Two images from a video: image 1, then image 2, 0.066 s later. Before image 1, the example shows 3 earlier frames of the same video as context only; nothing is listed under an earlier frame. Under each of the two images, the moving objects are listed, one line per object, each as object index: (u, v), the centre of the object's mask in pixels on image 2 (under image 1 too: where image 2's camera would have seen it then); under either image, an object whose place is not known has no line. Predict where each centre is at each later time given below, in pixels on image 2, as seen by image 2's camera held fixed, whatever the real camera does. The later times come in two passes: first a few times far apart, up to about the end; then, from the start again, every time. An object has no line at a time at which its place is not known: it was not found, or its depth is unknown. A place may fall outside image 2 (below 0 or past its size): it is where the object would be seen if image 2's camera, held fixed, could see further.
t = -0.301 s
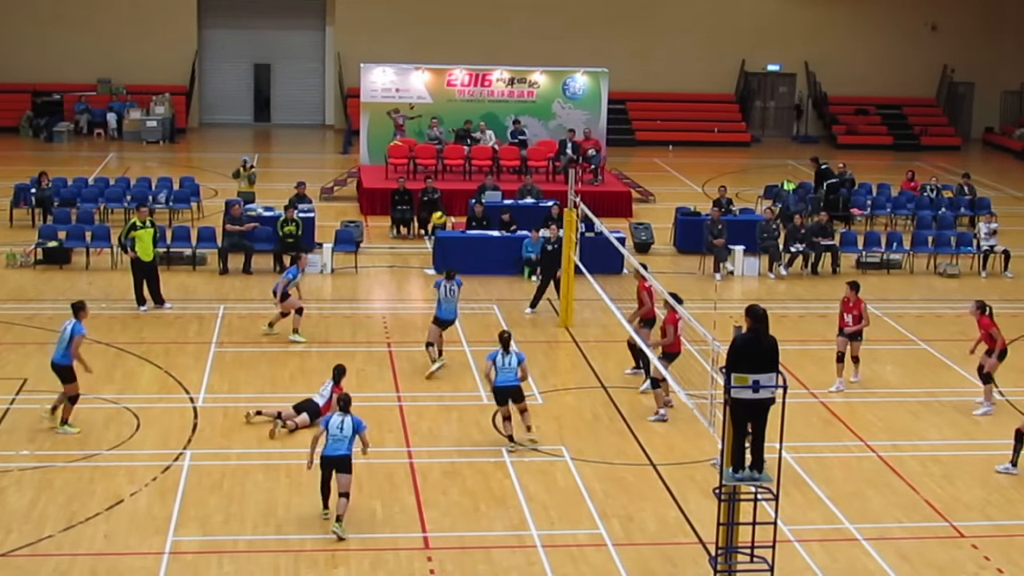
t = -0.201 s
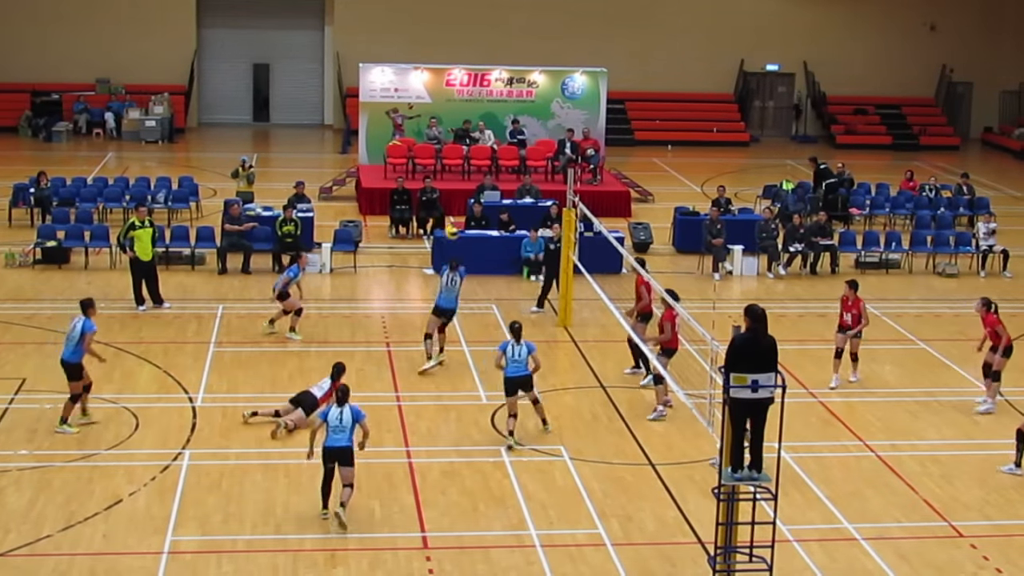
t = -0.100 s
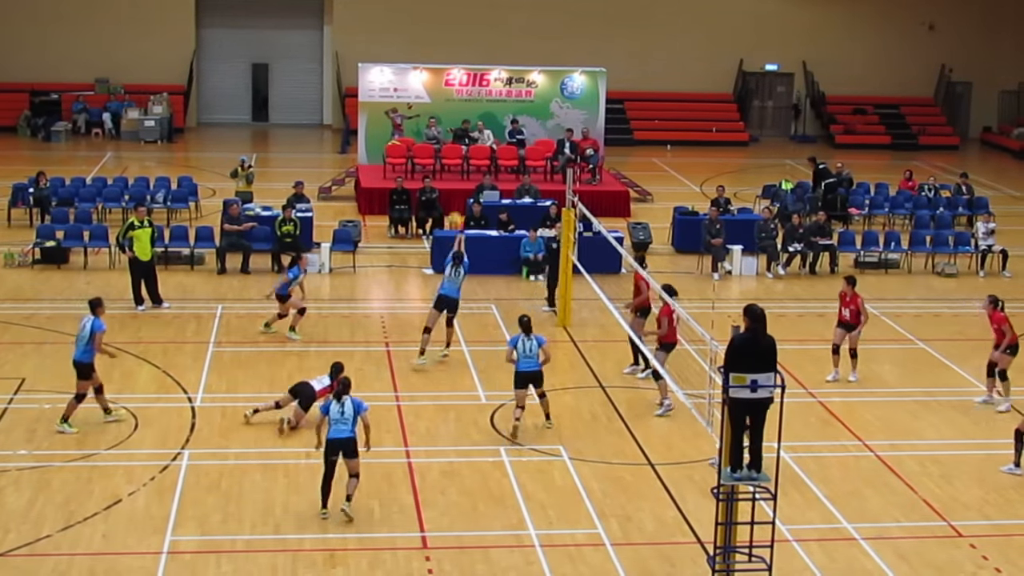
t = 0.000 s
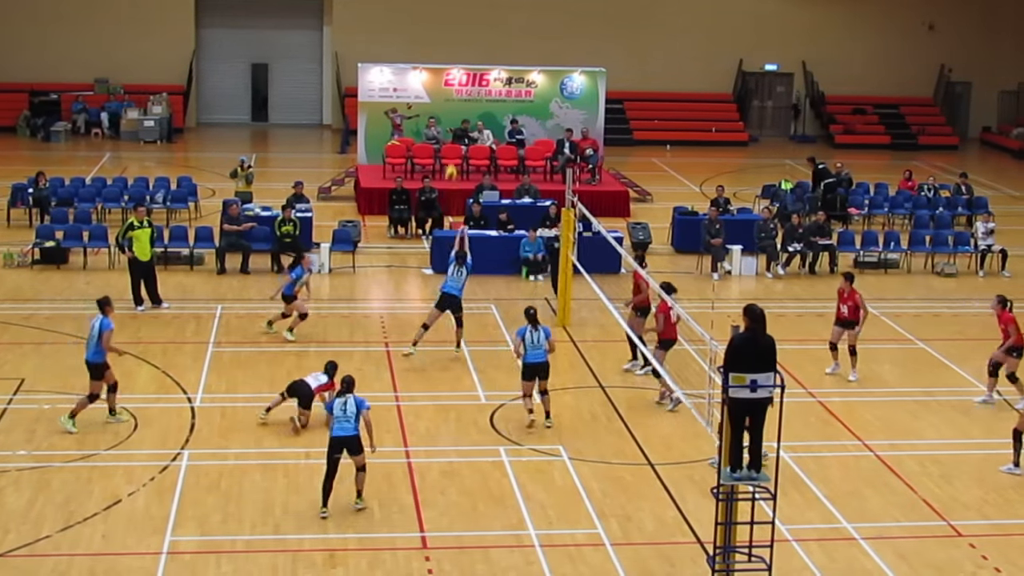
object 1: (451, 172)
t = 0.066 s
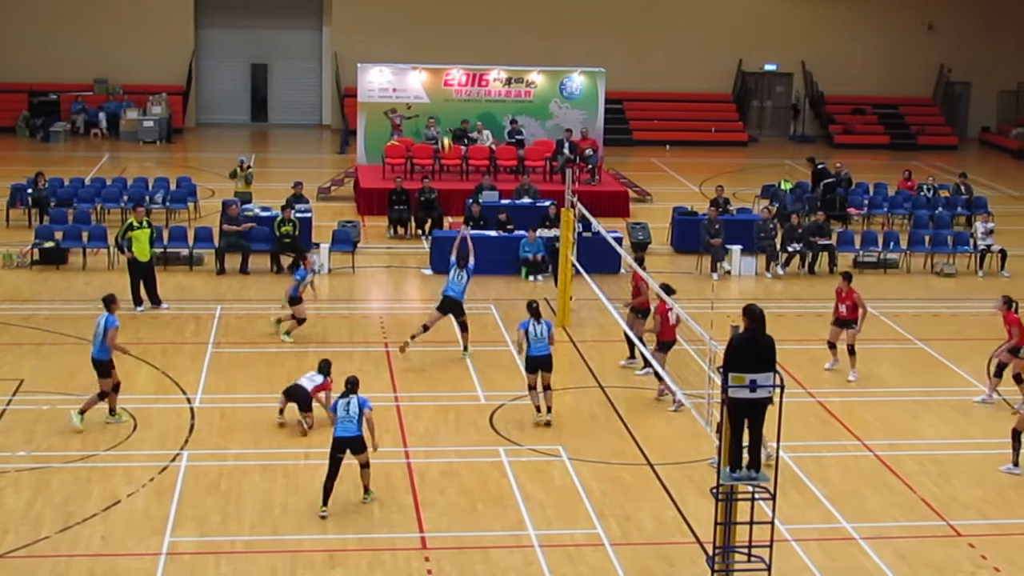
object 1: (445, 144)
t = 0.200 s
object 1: (437, 96)
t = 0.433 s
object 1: (421, 44)
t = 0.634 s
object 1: (409, 25)
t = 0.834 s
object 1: (395, 33)
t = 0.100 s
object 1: (444, 131)
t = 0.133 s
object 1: (442, 119)
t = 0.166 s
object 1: (439, 108)
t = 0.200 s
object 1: (437, 96)
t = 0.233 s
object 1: (435, 86)
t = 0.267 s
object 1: (432, 78)
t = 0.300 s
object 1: (430, 69)
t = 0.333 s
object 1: (427, 61)
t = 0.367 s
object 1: (425, 55)
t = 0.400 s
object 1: (423, 48)
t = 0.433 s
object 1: (421, 44)
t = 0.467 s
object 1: (419, 39)
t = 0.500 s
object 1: (418, 35)
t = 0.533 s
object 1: (416, 31)
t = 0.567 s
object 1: (413, 29)
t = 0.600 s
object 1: (411, 26)
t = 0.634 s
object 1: (409, 25)
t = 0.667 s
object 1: (406, 25)
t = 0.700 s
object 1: (404, 25)
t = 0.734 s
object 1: (402, 26)
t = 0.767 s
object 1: (400, 28)
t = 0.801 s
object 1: (398, 31)
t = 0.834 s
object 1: (395, 33)
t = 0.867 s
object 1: (393, 38)
